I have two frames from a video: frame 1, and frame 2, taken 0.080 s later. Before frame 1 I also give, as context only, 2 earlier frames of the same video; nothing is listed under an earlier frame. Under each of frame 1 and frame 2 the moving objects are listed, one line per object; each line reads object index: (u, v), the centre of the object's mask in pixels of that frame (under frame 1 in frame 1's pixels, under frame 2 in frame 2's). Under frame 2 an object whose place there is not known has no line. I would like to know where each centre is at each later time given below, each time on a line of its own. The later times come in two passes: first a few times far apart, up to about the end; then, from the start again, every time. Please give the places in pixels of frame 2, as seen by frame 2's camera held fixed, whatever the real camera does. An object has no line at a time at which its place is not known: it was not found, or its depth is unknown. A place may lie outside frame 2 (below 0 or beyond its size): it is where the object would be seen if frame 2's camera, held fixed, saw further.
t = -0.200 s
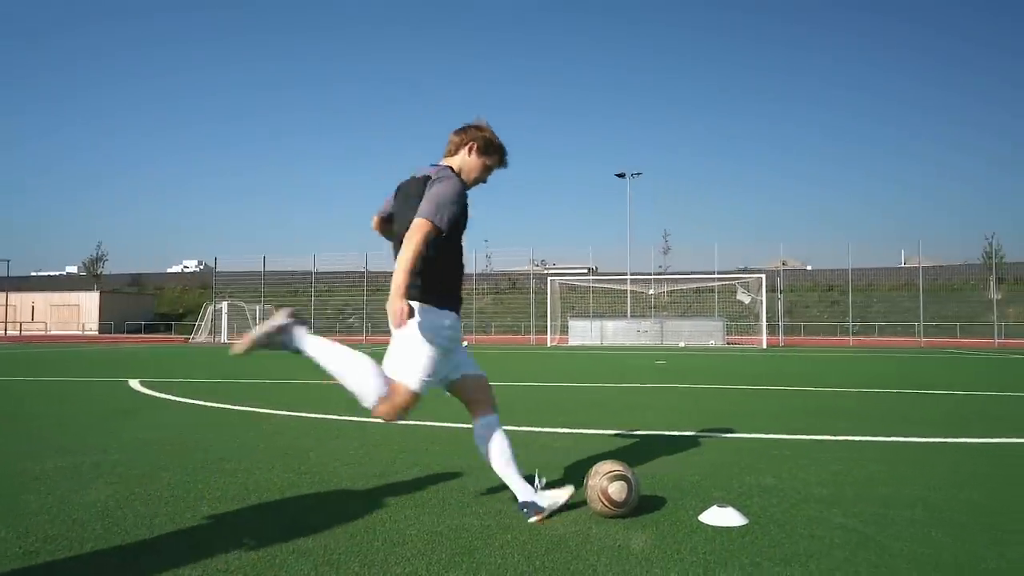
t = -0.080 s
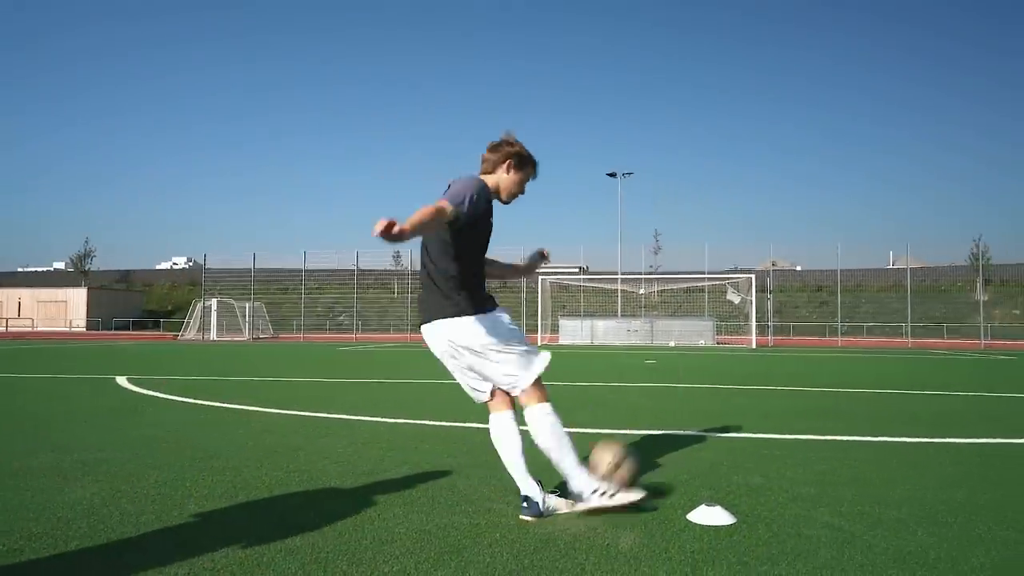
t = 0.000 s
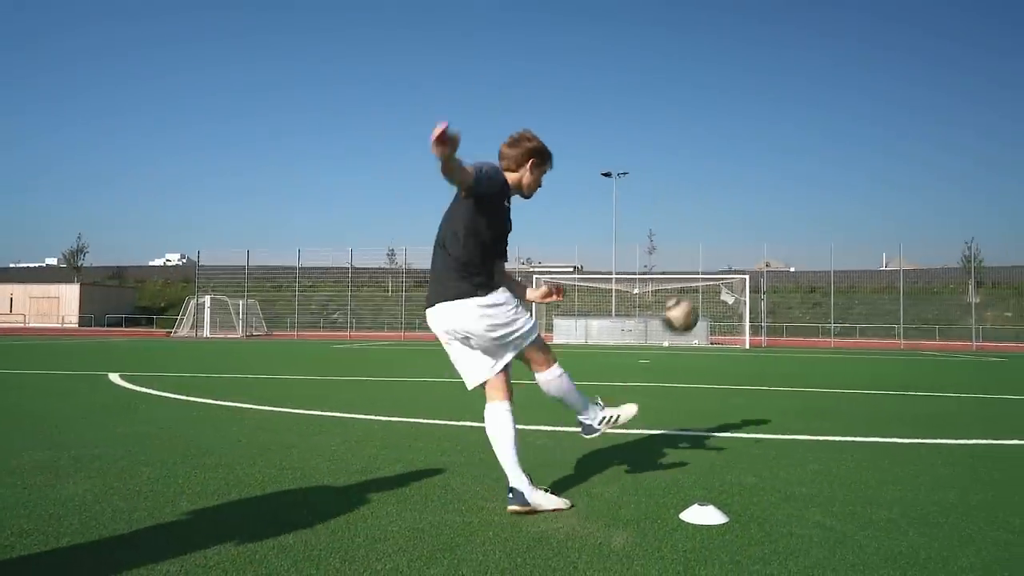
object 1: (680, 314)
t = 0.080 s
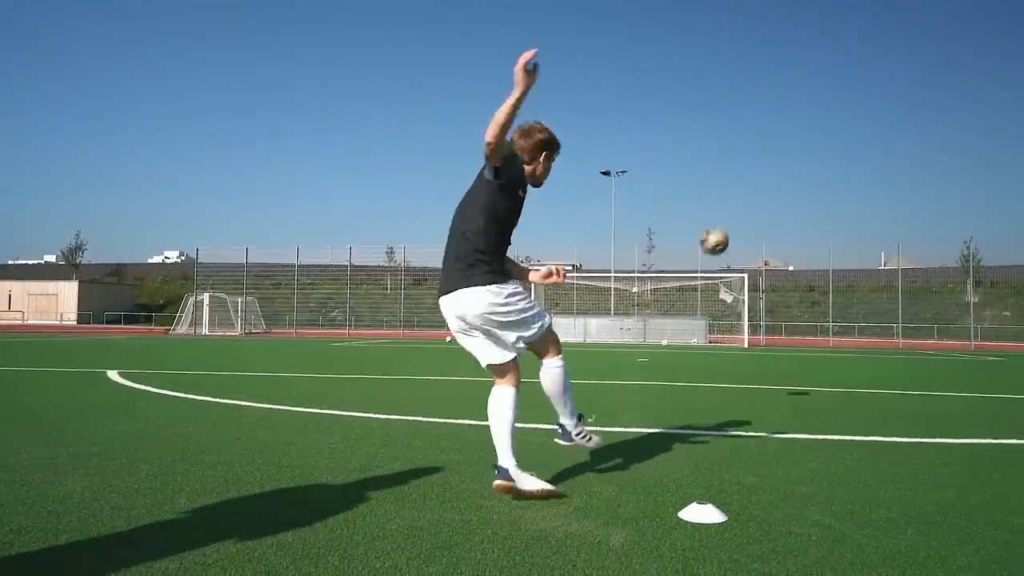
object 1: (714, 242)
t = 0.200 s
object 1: (740, 190)
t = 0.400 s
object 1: (756, 166)
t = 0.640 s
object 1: (760, 174)
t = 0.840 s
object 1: (759, 195)
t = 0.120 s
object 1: (726, 219)
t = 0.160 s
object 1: (734, 202)
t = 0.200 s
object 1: (740, 190)
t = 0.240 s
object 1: (745, 181)
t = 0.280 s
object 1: (749, 175)
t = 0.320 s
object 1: (752, 170)
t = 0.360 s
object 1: (754, 168)
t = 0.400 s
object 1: (756, 166)
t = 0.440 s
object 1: (757, 165)
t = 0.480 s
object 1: (758, 166)
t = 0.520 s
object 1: (759, 167)
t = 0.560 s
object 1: (759, 169)
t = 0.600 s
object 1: (760, 171)
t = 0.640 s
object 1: (760, 174)
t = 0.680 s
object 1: (760, 178)
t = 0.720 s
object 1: (761, 182)
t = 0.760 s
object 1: (760, 186)
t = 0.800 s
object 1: (760, 190)
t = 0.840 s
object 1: (759, 195)
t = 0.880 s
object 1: (758, 200)
